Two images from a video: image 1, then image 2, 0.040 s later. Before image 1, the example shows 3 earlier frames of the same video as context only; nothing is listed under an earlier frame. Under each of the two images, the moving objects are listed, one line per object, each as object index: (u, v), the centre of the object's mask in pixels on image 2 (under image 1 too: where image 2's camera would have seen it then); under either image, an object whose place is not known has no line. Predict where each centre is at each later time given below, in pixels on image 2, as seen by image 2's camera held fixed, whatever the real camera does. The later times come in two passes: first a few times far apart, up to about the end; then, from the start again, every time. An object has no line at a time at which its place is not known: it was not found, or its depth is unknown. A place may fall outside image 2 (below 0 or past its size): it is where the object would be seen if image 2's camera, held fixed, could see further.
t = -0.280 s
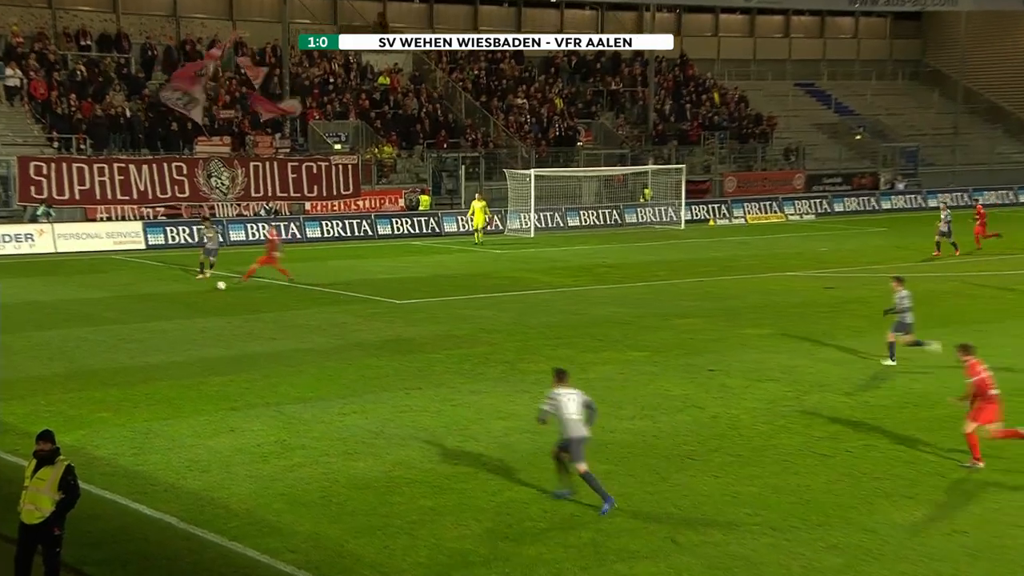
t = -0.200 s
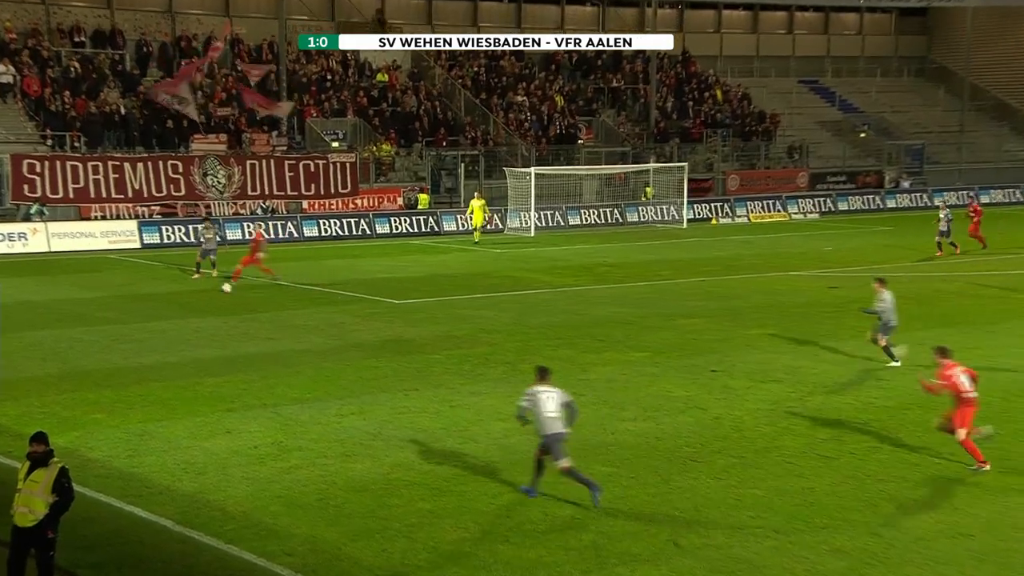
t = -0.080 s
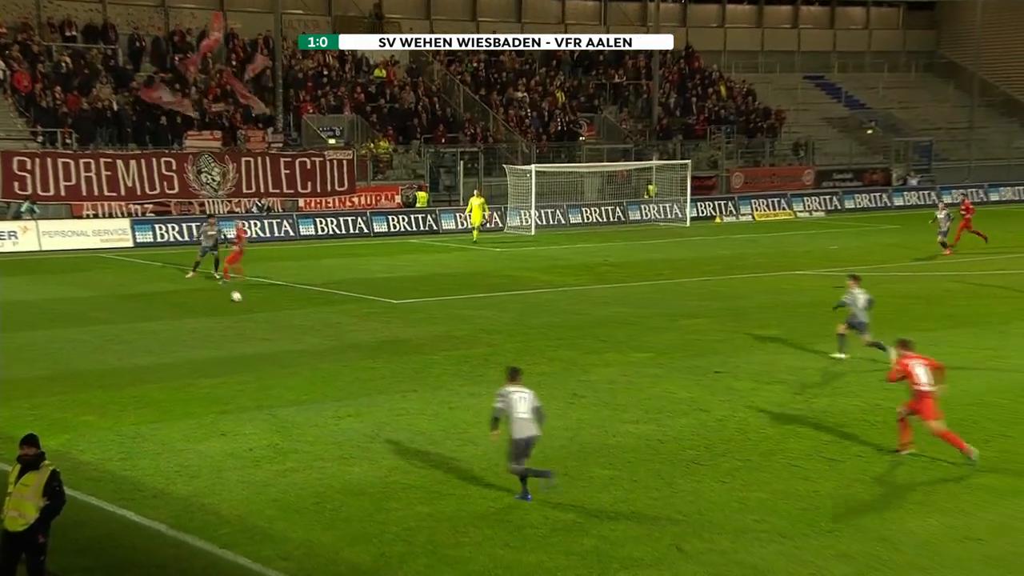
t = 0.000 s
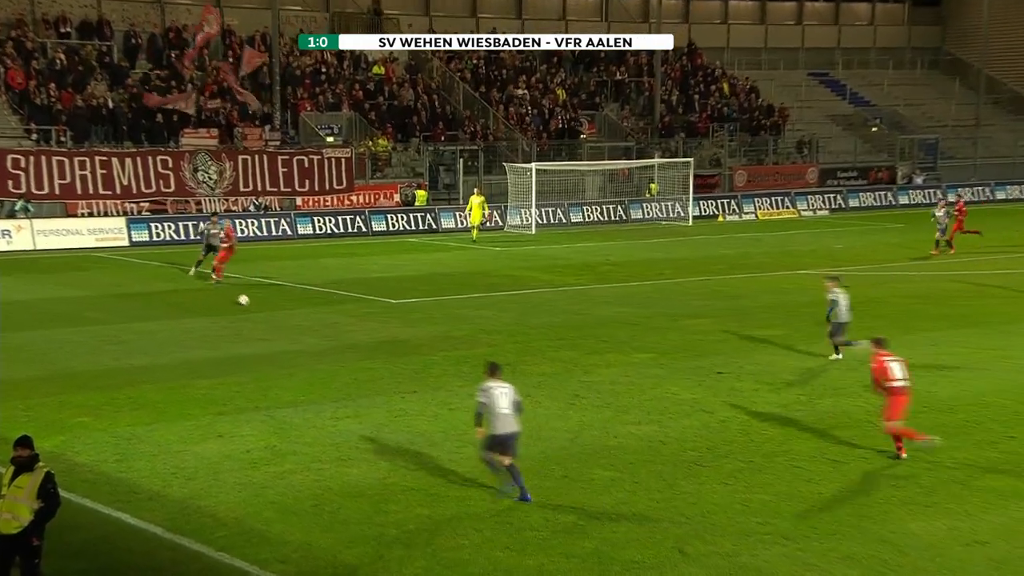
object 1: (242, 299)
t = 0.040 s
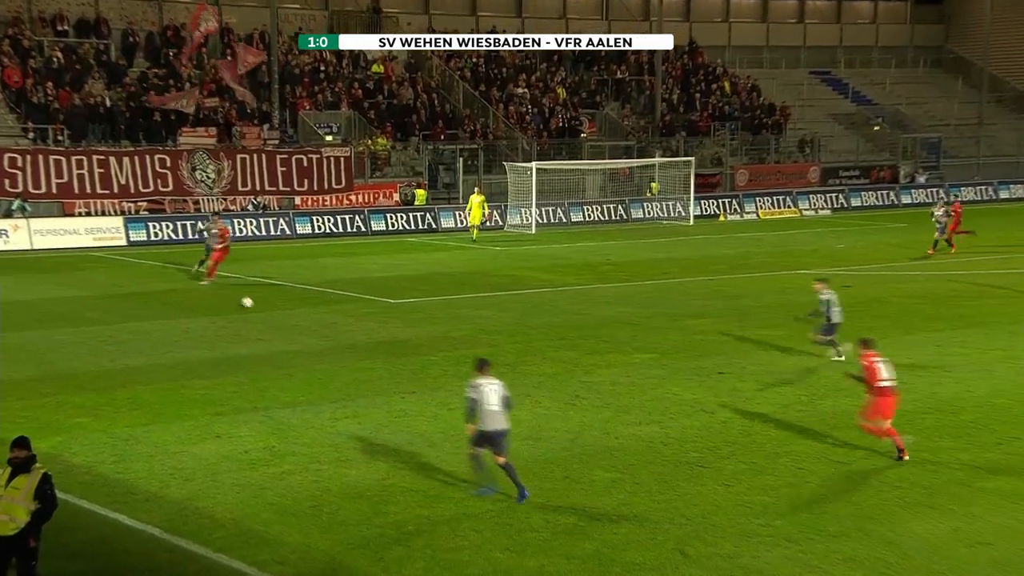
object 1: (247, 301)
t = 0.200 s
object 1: (266, 312)
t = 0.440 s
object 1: (298, 329)
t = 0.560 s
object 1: (314, 336)
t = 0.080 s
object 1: (251, 305)
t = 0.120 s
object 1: (256, 308)
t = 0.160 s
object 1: (261, 310)
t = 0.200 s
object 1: (266, 312)
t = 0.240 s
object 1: (271, 316)
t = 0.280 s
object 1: (277, 318)
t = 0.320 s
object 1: (281, 320)
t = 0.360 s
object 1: (287, 323)
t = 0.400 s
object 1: (292, 326)
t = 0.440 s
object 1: (298, 329)
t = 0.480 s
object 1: (303, 331)
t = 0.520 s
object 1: (309, 334)
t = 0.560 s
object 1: (314, 336)
